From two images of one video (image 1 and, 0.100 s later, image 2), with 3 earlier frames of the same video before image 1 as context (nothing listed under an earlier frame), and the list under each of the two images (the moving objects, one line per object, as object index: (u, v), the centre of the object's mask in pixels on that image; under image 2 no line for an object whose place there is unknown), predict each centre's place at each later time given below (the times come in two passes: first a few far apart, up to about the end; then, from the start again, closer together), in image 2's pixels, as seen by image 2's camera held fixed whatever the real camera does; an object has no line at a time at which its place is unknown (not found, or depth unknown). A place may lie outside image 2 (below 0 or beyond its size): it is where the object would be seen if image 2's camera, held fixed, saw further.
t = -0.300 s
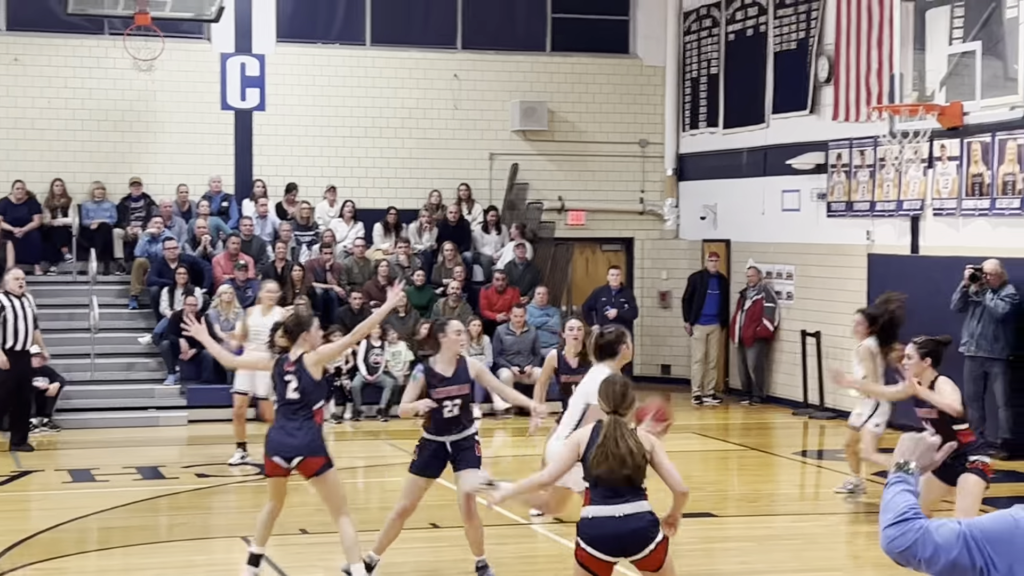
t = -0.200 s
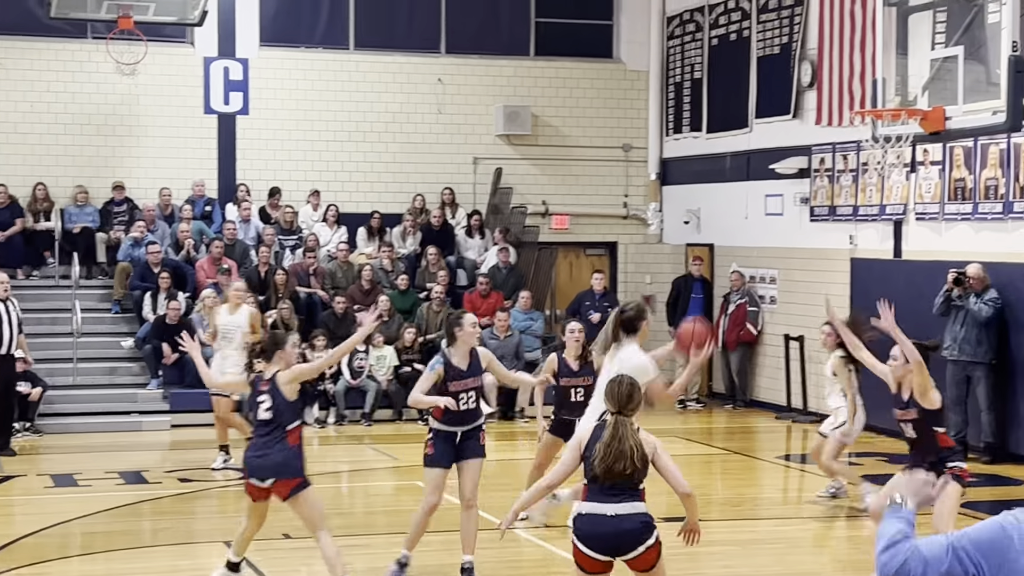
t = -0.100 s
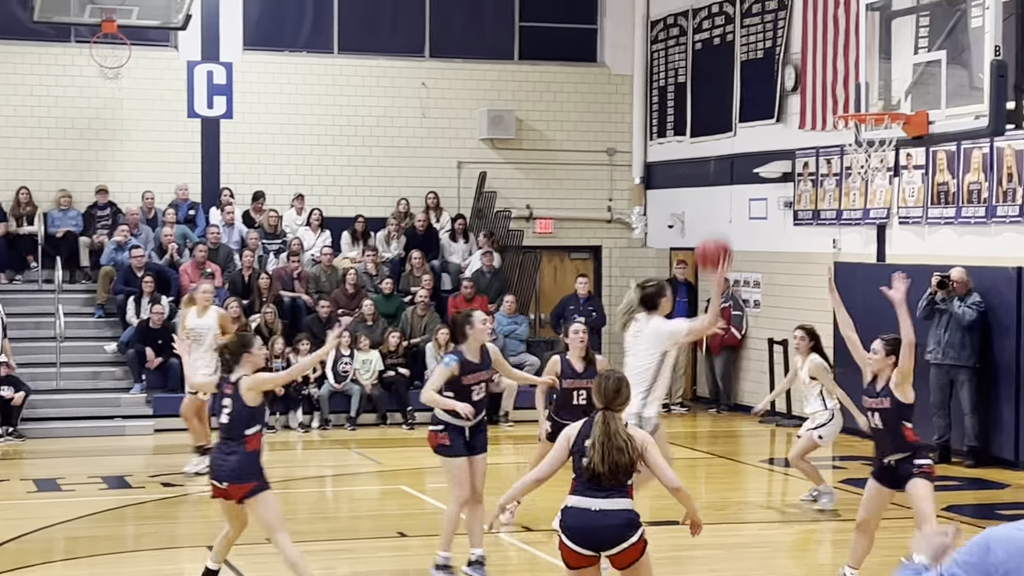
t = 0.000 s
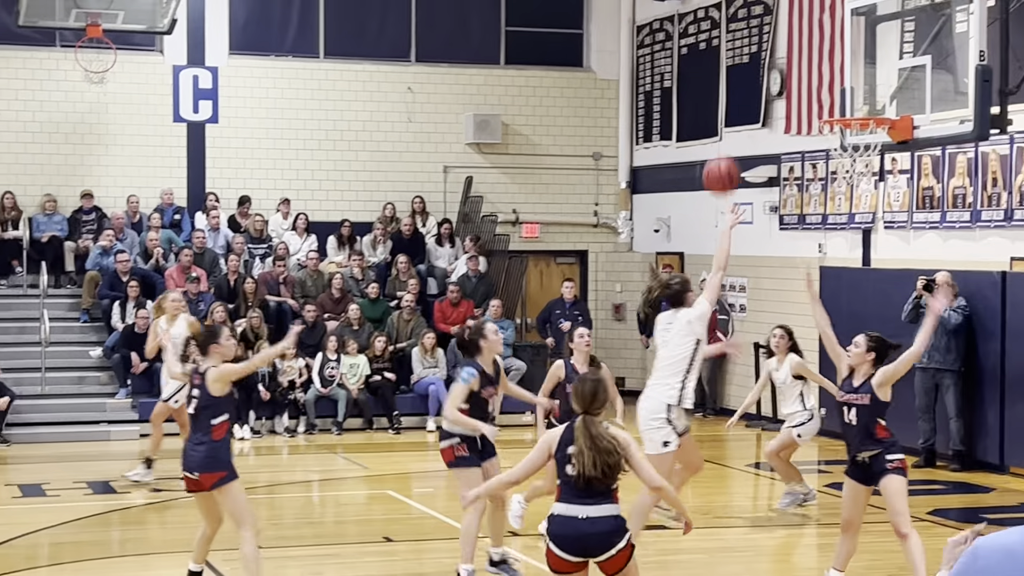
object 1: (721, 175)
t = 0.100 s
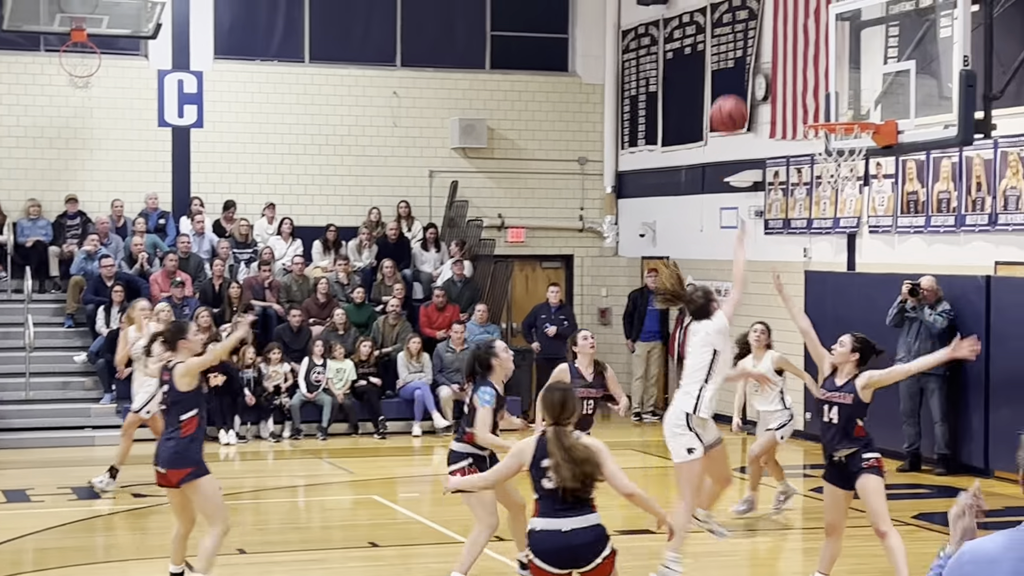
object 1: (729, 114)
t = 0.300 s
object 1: (770, 38)
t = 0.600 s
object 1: (824, 42)
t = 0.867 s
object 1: (847, 132)
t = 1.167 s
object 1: (813, 155)
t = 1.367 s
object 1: (831, 190)
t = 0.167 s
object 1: (742, 82)
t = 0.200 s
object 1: (749, 69)
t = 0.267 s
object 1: (763, 46)
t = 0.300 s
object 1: (770, 38)
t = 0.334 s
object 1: (777, 32)
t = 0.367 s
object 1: (783, 27)
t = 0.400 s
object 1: (790, 24)
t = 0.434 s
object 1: (795, 23)
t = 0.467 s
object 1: (801, 23)
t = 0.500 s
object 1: (807, 25)
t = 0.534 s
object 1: (813, 29)
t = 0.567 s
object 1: (819, 34)
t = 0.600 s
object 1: (824, 42)
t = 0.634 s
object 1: (830, 50)
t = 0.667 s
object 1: (835, 60)
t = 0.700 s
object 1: (841, 72)
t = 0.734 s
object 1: (846, 84)
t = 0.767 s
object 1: (851, 99)
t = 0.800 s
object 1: (856, 112)
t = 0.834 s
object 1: (854, 116)
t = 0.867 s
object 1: (847, 132)
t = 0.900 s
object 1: (842, 142)
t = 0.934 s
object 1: (838, 147)
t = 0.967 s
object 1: (830, 150)
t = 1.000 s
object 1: (824, 151)
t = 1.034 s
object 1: (820, 150)
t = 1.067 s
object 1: (817, 153)
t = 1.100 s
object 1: (821, 157)
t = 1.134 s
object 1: (820, 160)
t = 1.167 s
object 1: (813, 155)
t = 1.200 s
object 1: (814, 160)
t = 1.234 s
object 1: (816, 164)
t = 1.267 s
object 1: (822, 171)
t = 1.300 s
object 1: (825, 175)
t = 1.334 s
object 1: (828, 185)
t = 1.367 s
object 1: (831, 190)
